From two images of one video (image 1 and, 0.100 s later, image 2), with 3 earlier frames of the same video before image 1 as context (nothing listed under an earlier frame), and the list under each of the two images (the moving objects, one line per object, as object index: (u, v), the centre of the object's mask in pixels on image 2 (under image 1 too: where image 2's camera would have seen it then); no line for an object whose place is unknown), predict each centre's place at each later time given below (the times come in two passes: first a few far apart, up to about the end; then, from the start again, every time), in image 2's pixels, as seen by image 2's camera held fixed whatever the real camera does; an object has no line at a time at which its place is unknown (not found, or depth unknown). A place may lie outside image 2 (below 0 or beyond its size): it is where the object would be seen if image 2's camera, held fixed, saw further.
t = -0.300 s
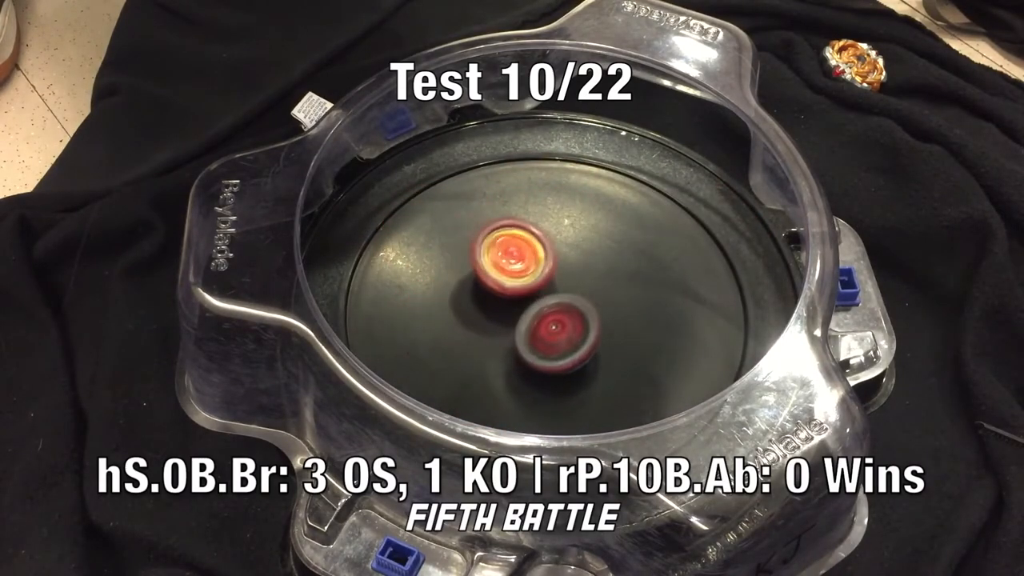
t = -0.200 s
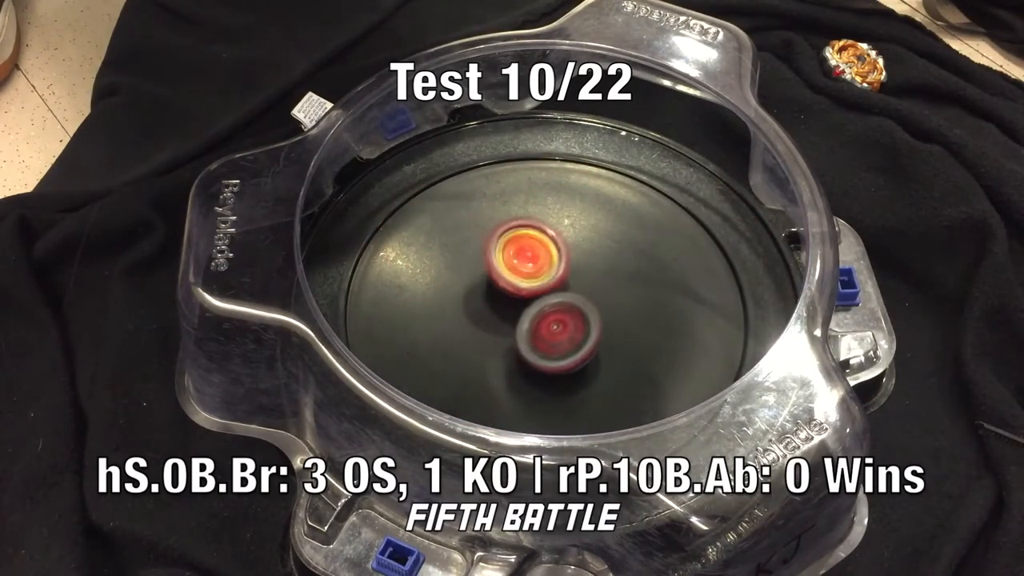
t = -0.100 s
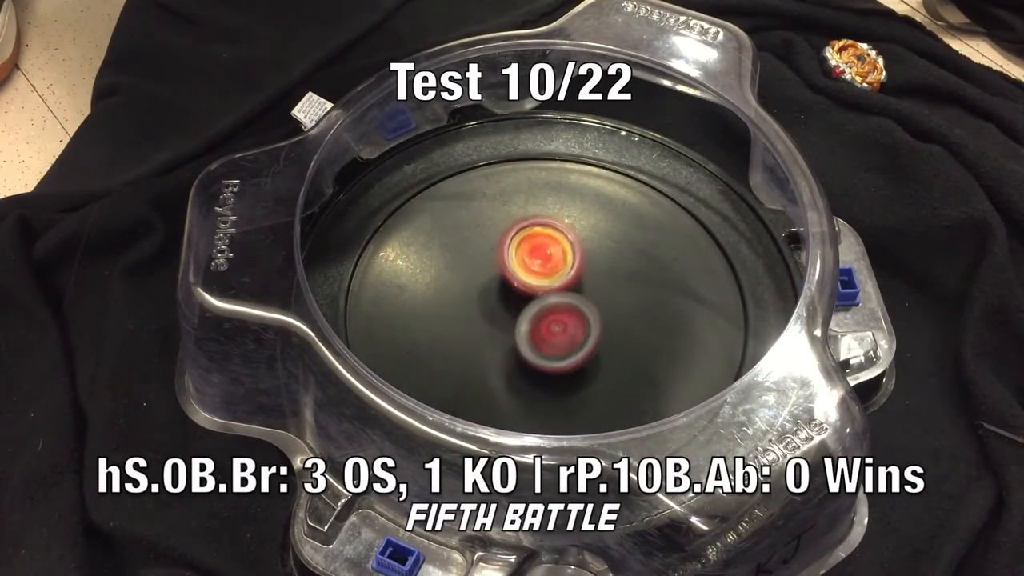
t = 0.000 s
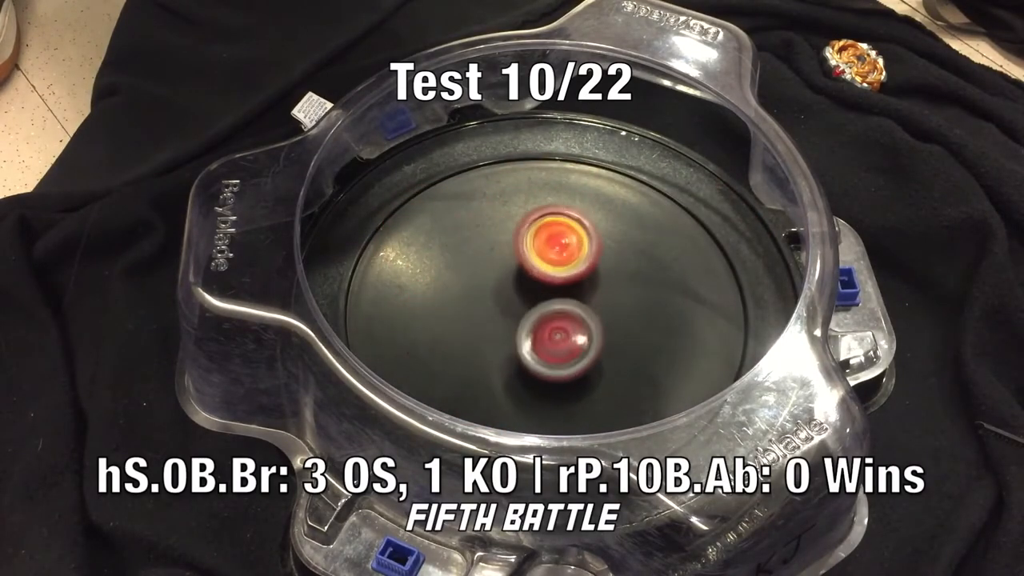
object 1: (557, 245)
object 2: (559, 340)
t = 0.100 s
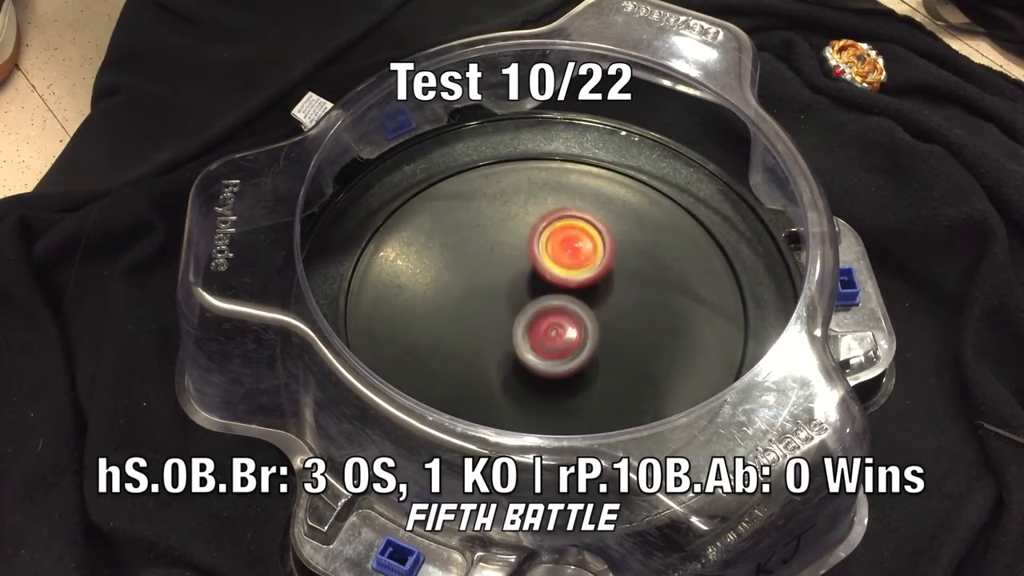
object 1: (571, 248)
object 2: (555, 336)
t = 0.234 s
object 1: (585, 259)
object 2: (541, 332)
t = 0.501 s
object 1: (601, 285)
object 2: (508, 306)
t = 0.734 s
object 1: (598, 320)
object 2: (500, 297)
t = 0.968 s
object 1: (594, 350)
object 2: (515, 299)
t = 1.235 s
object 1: (563, 363)
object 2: (529, 293)
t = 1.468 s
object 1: (533, 359)
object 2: (530, 286)
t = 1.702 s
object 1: (506, 339)
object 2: (552, 279)
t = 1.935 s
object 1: (488, 307)
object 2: (573, 273)
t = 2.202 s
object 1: (472, 276)
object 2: (579, 271)
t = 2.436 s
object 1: (479, 269)
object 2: (578, 279)
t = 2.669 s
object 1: (479, 267)
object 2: (602, 303)
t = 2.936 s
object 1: (525, 269)
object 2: (588, 337)
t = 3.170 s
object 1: (568, 270)
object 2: (557, 346)
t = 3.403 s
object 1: (597, 275)
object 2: (524, 340)
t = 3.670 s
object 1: (591, 299)
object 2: (498, 312)
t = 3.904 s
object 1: (577, 324)
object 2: (488, 290)
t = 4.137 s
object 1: (552, 342)
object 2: (491, 275)
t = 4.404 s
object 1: (519, 346)
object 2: (512, 263)
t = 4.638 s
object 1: (503, 338)
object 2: (540, 255)
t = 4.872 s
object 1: (506, 315)
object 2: (567, 264)
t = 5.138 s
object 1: (504, 302)
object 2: (594, 271)
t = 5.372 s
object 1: (513, 288)
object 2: (607, 283)
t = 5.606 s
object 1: (516, 281)
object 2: (610, 304)
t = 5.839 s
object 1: (522, 282)
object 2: (599, 327)
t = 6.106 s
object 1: (515, 272)
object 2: (580, 358)
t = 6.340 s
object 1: (510, 268)
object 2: (561, 369)
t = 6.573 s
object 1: (533, 277)
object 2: (538, 361)
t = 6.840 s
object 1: (552, 274)
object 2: (519, 347)
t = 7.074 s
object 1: (566, 277)
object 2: (504, 333)
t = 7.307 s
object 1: (572, 284)
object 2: (494, 323)
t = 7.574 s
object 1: (586, 285)
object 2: (469, 323)
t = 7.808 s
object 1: (568, 302)
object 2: (469, 315)
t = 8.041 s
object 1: (574, 305)
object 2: (478, 306)
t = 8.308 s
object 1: (600, 308)
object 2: (482, 287)
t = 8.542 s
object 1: (585, 315)
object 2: (498, 279)
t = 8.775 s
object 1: (576, 327)
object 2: (497, 262)
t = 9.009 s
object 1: (555, 337)
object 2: (503, 253)
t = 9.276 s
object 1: (547, 334)
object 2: (513, 252)
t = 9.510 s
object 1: (555, 362)
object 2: (518, 222)
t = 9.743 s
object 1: (544, 322)
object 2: (529, 243)
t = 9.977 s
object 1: (553, 353)
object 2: (527, 235)
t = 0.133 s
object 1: (574, 252)
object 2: (553, 333)
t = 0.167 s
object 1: (577, 256)
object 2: (551, 331)
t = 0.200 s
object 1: (581, 259)
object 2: (548, 329)
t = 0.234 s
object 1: (585, 259)
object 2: (541, 332)
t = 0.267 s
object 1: (590, 260)
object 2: (534, 333)
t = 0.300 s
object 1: (594, 262)
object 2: (528, 333)
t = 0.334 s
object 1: (597, 265)
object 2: (524, 331)
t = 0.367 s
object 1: (599, 268)
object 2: (521, 327)
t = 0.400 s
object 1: (601, 272)
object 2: (518, 322)
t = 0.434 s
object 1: (601, 276)
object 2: (516, 317)
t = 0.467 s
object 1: (601, 281)
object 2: (513, 311)
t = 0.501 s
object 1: (601, 285)
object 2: (508, 306)
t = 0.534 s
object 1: (602, 290)
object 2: (505, 302)
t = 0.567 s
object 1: (601, 295)
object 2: (503, 299)
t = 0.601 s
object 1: (601, 299)
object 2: (502, 298)
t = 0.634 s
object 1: (599, 304)
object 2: (503, 298)
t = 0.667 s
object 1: (597, 309)
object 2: (504, 298)
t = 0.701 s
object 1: (596, 314)
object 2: (503, 298)
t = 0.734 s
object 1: (598, 320)
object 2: (500, 297)
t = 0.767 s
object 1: (600, 326)
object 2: (500, 296)
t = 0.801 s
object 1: (601, 331)
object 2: (500, 296)
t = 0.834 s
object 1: (601, 336)
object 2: (501, 297)
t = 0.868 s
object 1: (601, 340)
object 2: (503, 297)
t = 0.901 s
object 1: (599, 344)
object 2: (506, 298)
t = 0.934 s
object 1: (597, 347)
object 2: (511, 299)
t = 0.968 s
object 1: (594, 350)
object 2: (515, 299)
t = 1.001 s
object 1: (589, 352)
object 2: (519, 300)
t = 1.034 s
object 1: (585, 354)
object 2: (522, 300)
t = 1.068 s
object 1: (582, 356)
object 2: (524, 299)
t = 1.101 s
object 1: (579, 359)
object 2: (525, 297)
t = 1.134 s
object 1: (575, 360)
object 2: (526, 296)
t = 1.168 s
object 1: (571, 361)
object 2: (528, 296)
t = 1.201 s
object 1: (567, 361)
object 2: (529, 295)
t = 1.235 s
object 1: (563, 363)
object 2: (529, 293)
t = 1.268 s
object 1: (559, 365)
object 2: (528, 292)
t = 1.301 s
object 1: (555, 366)
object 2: (529, 290)
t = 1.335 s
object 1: (551, 366)
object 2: (530, 289)
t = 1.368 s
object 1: (547, 365)
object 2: (530, 288)
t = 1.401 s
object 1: (542, 362)
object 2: (530, 288)
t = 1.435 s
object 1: (537, 360)
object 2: (530, 287)
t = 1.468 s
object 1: (533, 359)
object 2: (530, 286)
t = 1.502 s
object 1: (528, 357)
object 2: (532, 285)
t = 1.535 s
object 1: (524, 355)
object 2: (535, 284)
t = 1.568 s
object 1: (521, 353)
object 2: (538, 283)
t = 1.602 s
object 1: (517, 350)
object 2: (541, 282)
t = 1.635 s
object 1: (513, 348)
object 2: (545, 282)
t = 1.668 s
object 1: (509, 343)
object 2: (549, 280)
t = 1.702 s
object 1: (506, 339)
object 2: (552, 279)
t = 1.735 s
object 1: (503, 335)
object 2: (556, 277)
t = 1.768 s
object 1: (499, 330)
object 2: (560, 276)
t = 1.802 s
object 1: (497, 326)
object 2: (563, 275)
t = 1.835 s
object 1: (495, 321)
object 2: (566, 274)
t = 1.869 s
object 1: (492, 316)
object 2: (569, 273)
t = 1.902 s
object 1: (490, 312)
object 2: (571, 273)
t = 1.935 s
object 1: (488, 307)
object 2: (573, 273)
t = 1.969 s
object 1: (487, 302)
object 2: (574, 273)
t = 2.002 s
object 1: (485, 298)
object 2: (574, 272)
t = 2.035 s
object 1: (484, 294)
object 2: (574, 272)
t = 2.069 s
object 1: (483, 289)
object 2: (573, 272)
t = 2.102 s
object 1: (483, 287)
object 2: (573, 273)
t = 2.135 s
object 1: (483, 283)
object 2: (573, 273)
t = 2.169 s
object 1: (478, 280)
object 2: (577, 272)
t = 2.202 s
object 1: (472, 276)
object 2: (579, 271)
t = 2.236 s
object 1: (469, 274)
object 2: (581, 271)
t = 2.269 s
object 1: (466, 272)
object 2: (582, 272)
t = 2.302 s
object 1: (466, 270)
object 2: (582, 272)
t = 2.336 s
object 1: (467, 269)
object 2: (582, 274)
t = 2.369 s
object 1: (469, 269)
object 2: (581, 276)
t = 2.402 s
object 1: (474, 269)
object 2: (580, 278)
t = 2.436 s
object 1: (479, 269)
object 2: (578, 279)
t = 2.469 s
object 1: (485, 270)
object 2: (575, 281)
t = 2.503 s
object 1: (483, 270)
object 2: (582, 283)
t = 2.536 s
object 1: (478, 266)
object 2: (592, 287)
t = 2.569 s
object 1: (475, 266)
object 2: (598, 291)
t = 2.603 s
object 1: (475, 266)
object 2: (601, 295)
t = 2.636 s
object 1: (476, 266)
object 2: (602, 299)
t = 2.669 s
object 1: (479, 267)
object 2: (602, 303)
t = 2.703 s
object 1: (485, 269)
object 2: (600, 307)
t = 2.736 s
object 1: (491, 271)
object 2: (598, 311)
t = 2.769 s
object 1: (498, 273)
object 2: (595, 314)
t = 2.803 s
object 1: (506, 275)
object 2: (591, 317)
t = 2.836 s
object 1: (514, 277)
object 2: (588, 321)
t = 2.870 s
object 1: (517, 274)
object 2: (590, 328)
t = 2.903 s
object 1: (520, 271)
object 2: (590, 333)
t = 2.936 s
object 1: (525, 269)
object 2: (588, 337)
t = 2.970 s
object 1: (530, 267)
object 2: (585, 340)
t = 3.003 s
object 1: (536, 267)
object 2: (581, 343)
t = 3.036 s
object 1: (543, 267)
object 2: (576, 345)
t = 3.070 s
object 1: (550, 268)
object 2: (572, 345)
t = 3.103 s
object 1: (555, 268)
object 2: (567, 346)
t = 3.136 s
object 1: (561, 269)
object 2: (562, 346)
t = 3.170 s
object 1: (568, 270)
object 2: (557, 346)
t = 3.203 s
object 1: (573, 268)
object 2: (552, 348)
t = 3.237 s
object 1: (579, 269)
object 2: (546, 348)
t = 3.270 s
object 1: (585, 269)
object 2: (541, 347)
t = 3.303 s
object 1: (589, 270)
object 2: (537, 346)
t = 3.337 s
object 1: (593, 271)
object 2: (532, 344)
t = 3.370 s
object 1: (596, 273)
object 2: (528, 342)
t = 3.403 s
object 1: (597, 275)
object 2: (524, 340)
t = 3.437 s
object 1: (598, 278)
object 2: (521, 337)
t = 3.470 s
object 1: (597, 282)
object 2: (518, 333)
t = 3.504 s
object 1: (595, 285)
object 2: (515, 330)
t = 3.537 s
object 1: (593, 289)
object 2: (511, 326)
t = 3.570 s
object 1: (594, 291)
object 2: (506, 324)
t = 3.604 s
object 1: (594, 293)
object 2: (502, 320)
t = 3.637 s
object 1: (592, 296)
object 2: (500, 316)
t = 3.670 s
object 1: (591, 299)
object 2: (498, 312)
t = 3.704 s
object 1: (590, 302)
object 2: (495, 309)
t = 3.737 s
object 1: (589, 305)
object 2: (491, 305)
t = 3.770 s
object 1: (587, 310)
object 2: (489, 302)
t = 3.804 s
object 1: (585, 313)
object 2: (489, 299)
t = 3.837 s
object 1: (581, 316)
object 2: (489, 296)
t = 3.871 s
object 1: (577, 319)
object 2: (490, 293)
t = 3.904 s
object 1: (577, 324)
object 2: (488, 290)
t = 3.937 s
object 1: (575, 329)
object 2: (486, 286)
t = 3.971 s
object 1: (572, 332)
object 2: (486, 283)
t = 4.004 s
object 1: (569, 336)
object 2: (487, 281)
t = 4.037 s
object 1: (566, 339)
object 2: (487, 279)
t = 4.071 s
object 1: (561, 341)
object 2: (488, 277)
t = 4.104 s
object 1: (556, 341)
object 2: (489, 276)
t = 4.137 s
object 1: (552, 342)
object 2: (491, 275)
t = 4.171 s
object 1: (547, 342)
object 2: (494, 274)
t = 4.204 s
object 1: (542, 341)
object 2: (496, 274)
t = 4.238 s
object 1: (537, 341)
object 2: (497, 273)
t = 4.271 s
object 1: (534, 345)
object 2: (498, 268)
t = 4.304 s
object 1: (530, 347)
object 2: (501, 266)
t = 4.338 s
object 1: (526, 348)
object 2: (504, 264)
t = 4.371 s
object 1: (522, 348)
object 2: (508, 263)
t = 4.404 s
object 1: (519, 346)
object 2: (512, 263)
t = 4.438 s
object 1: (516, 344)
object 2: (516, 263)
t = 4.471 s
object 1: (514, 340)
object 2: (519, 263)
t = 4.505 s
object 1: (511, 337)
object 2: (523, 263)
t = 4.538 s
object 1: (509, 338)
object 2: (528, 259)
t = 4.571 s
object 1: (506, 339)
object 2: (531, 256)
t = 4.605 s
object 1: (504, 339)
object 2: (536, 255)
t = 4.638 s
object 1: (503, 338)
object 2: (540, 255)
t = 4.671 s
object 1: (503, 336)
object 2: (544, 255)
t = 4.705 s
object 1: (503, 333)
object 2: (549, 256)
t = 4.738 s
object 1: (504, 329)
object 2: (551, 258)
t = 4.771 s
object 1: (506, 325)
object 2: (555, 260)
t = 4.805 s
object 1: (508, 321)
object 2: (558, 262)
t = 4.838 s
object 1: (508, 318)
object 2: (562, 263)
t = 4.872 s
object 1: (506, 315)
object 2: (567, 264)
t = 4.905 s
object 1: (506, 313)
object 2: (570, 265)
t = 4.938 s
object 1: (503, 311)
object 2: (576, 265)
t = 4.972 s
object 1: (499, 311)
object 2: (583, 263)
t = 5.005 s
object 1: (496, 310)
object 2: (587, 264)
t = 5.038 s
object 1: (496, 308)
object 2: (590, 265)
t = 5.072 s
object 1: (497, 307)
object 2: (592, 267)
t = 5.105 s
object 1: (500, 304)
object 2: (593, 269)
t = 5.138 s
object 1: (504, 302)
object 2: (594, 271)
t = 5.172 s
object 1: (508, 298)
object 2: (594, 274)
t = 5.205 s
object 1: (509, 296)
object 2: (597, 274)
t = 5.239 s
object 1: (508, 294)
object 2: (603, 274)
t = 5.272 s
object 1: (507, 293)
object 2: (606, 276)
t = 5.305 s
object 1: (508, 291)
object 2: (607, 279)
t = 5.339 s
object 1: (510, 289)
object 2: (607, 281)
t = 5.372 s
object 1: (513, 288)
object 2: (607, 283)
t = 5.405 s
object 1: (516, 286)
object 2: (606, 286)
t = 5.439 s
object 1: (514, 284)
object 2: (610, 289)
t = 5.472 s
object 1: (512, 282)
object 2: (613, 292)
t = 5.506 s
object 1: (511, 281)
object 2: (613, 295)
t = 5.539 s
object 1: (512, 280)
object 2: (613, 298)
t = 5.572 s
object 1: (513, 280)
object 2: (612, 301)
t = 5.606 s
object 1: (516, 281)
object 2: (610, 304)
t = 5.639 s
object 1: (520, 282)
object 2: (607, 307)
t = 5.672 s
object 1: (521, 282)
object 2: (606, 309)
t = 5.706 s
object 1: (522, 282)
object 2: (605, 313)
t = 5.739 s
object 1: (521, 281)
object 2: (605, 317)
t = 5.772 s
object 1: (521, 281)
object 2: (603, 320)
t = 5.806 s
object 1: (521, 281)
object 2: (601, 324)
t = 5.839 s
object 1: (522, 282)
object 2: (599, 327)
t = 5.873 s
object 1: (520, 281)
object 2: (598, 332)
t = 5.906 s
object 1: (520, 281)
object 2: (595, 335)
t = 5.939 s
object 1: (520, 281)
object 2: (591, 338)
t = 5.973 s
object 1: (521, 282)
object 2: (587, 340)
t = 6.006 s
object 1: (522, 283)
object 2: (582, 342)
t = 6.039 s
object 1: (523, 283)
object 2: (578, 345)
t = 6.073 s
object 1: (521, 280)
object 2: (577, 349)
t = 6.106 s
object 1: (515, 272)
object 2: (580, 358)
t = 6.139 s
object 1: (511, 266)
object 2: (580, 364)
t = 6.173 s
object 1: (509, 263)
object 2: (577, 366)
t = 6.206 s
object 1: (507, 261)
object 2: (574, 368)
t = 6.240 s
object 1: (507, 261)
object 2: (570, 369)
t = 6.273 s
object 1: (507, 262)
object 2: (567, 369)
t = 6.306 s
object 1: (508, 265)
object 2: (564, 369)
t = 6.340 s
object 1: (510, 268)
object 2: (561, 369)
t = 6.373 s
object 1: (513, 273)
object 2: (557, 367)
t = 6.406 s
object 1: (517, 277)
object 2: (553, 365)
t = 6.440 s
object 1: (520, 282)
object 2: (549, 362)
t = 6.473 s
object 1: (525, 285)
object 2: (545, 359)
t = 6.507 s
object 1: (527, 283)
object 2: (543, 361)
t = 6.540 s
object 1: (530, 279)
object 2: (541, 362)
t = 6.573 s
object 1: (533, 277)
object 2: (538, 361)
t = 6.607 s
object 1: (536, 277)
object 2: (535, 360)
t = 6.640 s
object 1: (538, 277)
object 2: (533, 357)
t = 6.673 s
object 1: (540, 278)
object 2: (531, 354)
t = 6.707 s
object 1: (543, 276)
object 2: (529, 353)
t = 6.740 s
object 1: (545, 275)
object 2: (526, 352)
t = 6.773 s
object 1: (547, 274)
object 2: (523, 350)
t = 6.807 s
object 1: (550, 274)
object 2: (521, 348)
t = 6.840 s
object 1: (552, 274)
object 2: (519, 347)
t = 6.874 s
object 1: (555, 273)
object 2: (517, 344)
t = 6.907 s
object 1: (557, 274)
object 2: (514, 342)
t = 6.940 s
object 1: (561, 272)
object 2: (511, 342)
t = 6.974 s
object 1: (563, 272)
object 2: (509, 340)
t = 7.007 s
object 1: (565, 273)
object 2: (507, 338)
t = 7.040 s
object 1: (566, 275)
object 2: (506, 336)
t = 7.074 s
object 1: (566, 277)
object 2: (504, 333)
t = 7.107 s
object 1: (567, 277)
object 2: (503, 332)
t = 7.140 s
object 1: (568, 279)
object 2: (501, 330)
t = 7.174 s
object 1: (569, 280)
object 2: (500, 329)
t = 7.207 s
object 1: (571, 281)
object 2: (497, 328)
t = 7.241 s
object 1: (572, 282)
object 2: (495, 326)
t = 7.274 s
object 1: (572, 283)
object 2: (494, 325)
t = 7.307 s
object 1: (572, 284)
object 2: (494, 323)
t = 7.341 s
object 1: (579, 282)
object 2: (485, 325)
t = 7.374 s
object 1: (587, 279)
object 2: (478, 327)
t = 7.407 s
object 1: (591, 277)
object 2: (473, 326)
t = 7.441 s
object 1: (594, 278)
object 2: (469, 325)
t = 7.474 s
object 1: (594, 279)
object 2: (468, 324)
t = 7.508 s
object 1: (593, 280)
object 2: (467, 324)
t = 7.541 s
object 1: (590, 282)
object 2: (468, 324)
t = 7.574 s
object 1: (586, 285)
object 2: (469, 323)
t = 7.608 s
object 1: (581, 288)
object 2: (469, 322)
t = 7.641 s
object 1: (575, 290)
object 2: (470, 321)
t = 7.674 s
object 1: (569, 294)
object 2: (471, 320)
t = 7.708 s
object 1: (564, 297)
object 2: (473, 319)
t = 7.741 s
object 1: (563, 300)
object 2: (473, 318)
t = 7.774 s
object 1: (566, 301)
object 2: (470, 316)
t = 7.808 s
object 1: (568, 302)
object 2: (469, 315)
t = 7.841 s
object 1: (568, 303)
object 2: (471, 315)
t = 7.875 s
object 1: (566, 304)
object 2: (473, 313)
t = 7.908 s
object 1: (568, 305)
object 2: (473, 312)
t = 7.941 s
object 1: (572, 305)
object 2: (473, 310)
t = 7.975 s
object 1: (573, 304)
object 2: (475, 308)
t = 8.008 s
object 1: (572, 305)
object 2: (478, 307)
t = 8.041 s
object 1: (574, 305)
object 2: (478, 306)
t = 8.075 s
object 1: (578, 306)
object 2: (477, 303)
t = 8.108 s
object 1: (581, 306)
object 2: (478, 301)
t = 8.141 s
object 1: (583, 306)
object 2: (480, 299)
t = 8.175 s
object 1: (582, 306)
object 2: (483, 297)
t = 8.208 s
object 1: (580, 306)
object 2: (487, 295)
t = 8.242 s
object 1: (586, 306)
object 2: (485, 291)
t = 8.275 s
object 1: (595, 308)
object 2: (482, 288)
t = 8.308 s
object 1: (600, 308)
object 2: (482, 287)
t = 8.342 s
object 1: (602, 308)
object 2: (484, 286)
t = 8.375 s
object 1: (602, 308)
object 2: (486, 285)
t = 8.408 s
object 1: (601, 309)
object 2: (488, 284)
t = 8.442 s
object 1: (597, 309)
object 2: (492, 283)
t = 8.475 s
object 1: (593, 310)
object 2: (496, 283)
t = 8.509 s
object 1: (587, 310)
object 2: (500, 283)
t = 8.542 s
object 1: (585, 315)
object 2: (498, 279)
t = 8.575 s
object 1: (590, 319)
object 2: (492, 273)
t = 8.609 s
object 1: (591, 324)
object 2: (491, 269)
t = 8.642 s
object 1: (592, 325)
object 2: (492, 266)
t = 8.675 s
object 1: (589, 327)
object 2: (492, 265)
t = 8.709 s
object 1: (585, 327)
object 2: (494, 263)
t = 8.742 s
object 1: (579, 327)
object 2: (496, 263)
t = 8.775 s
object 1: (576, 327)
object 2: (497, 262)
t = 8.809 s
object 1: (569, 326)
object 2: (500, 262)
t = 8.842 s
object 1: (564, 325)
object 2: (502, 263)
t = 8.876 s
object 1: (557, 324)
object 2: (504, 262)
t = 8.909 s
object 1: (555, 325)
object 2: (505, 263)
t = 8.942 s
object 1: (553, 325)
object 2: (506, 261)
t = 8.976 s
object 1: (553, 330)
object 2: (504, 257)
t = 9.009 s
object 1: (555, 337)
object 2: (503, 253)
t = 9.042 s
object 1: (556, 341)
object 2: (504, 251)
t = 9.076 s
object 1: (556, 342)
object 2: (506, 250)
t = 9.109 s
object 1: (555, 342)
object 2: (508, 250)
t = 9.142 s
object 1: (553, 340)
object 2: (510, 252)
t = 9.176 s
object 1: (552, 338)
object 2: (511, 254)
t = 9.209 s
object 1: (550, 334)
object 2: (514, 255)
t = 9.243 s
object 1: (548, 330)
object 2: (516, 258)
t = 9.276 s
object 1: (547, 334)
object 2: (513, 252)
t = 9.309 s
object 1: (551, 347)
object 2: (509, 238)
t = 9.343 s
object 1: (554, 357)
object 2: (509, 226)
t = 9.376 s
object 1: (555, 364)
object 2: (511, 221)
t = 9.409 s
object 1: (556, 367)
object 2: (512, 219)
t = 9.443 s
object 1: (557, 367)
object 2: (513, 219)
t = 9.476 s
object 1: (556, 366)
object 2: (516, 219)
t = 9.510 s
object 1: (555, 362)
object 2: (518, 222)
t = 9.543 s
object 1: (555, 358)
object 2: (520, 224)
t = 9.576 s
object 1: (553, 352)
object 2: (522, 226)
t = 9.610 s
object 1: (551, 345)
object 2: (523, 227)
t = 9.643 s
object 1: (550, 338)
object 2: (525, 231)
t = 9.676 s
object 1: (547, 330)
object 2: (527, 235)
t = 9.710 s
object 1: (545, 323)
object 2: (528, 242)
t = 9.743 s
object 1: (544, 322)
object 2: (529, 243)
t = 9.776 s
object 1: (547, 333)
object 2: (525, 234)
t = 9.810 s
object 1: (548, 342)
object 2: (524, 231)
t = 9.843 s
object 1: (550, 350)
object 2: (524, 231)
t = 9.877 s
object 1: (552, 353)
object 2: (525, 230)
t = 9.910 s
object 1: (552, 355)
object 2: (526, 231)
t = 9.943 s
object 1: (552, 355)
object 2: (527, 233)
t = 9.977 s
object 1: (553, 353)
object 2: (527, 235)
